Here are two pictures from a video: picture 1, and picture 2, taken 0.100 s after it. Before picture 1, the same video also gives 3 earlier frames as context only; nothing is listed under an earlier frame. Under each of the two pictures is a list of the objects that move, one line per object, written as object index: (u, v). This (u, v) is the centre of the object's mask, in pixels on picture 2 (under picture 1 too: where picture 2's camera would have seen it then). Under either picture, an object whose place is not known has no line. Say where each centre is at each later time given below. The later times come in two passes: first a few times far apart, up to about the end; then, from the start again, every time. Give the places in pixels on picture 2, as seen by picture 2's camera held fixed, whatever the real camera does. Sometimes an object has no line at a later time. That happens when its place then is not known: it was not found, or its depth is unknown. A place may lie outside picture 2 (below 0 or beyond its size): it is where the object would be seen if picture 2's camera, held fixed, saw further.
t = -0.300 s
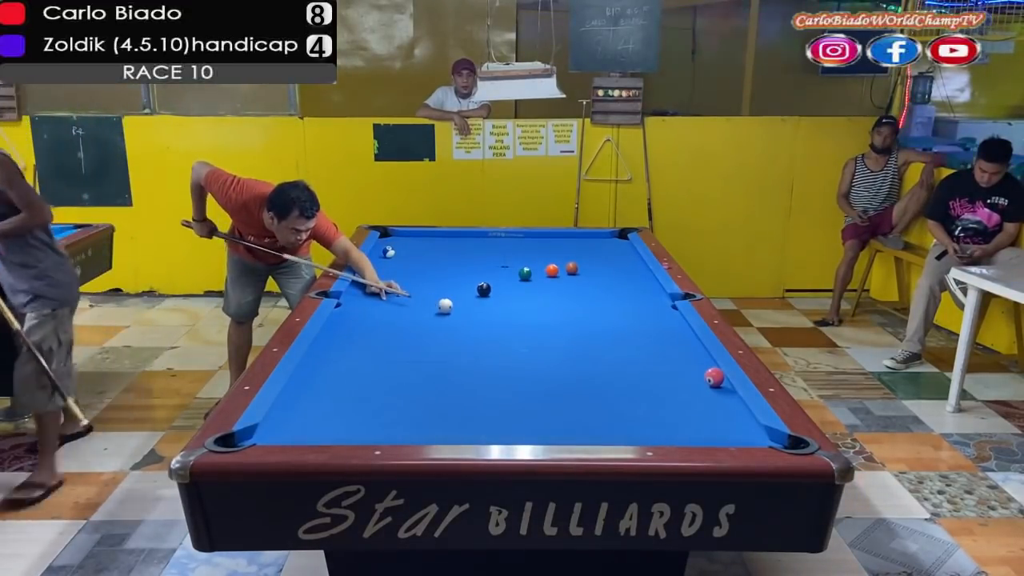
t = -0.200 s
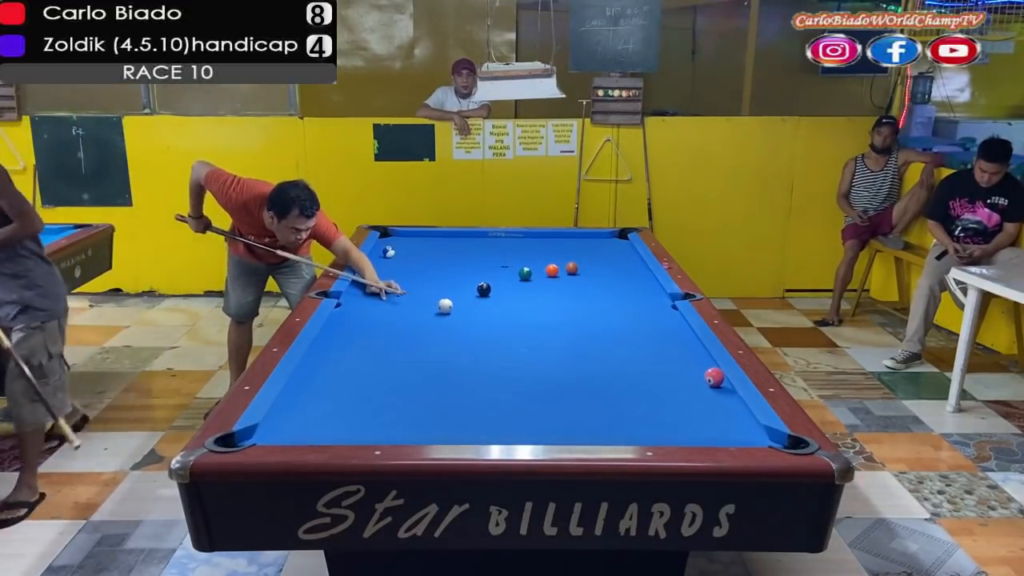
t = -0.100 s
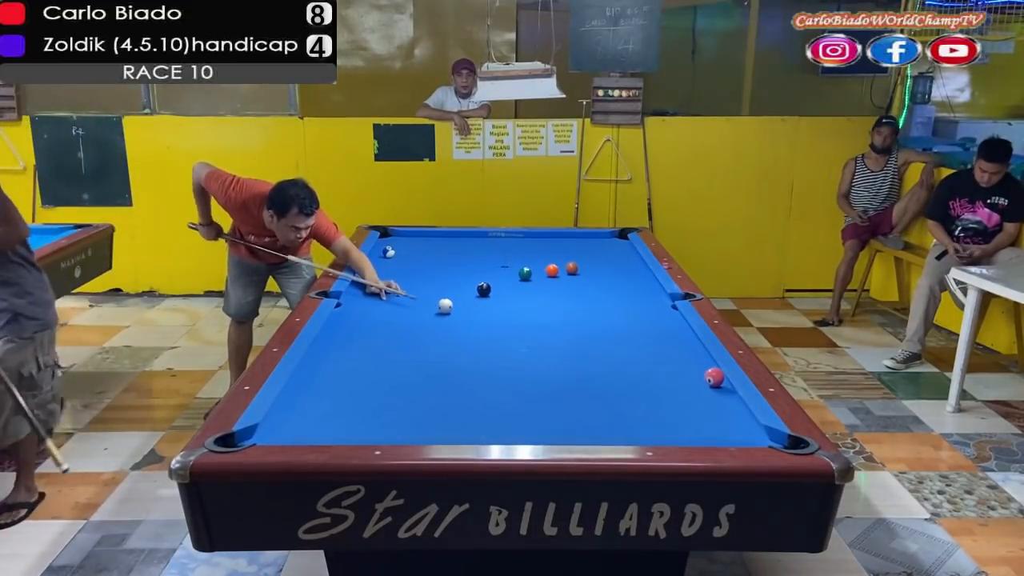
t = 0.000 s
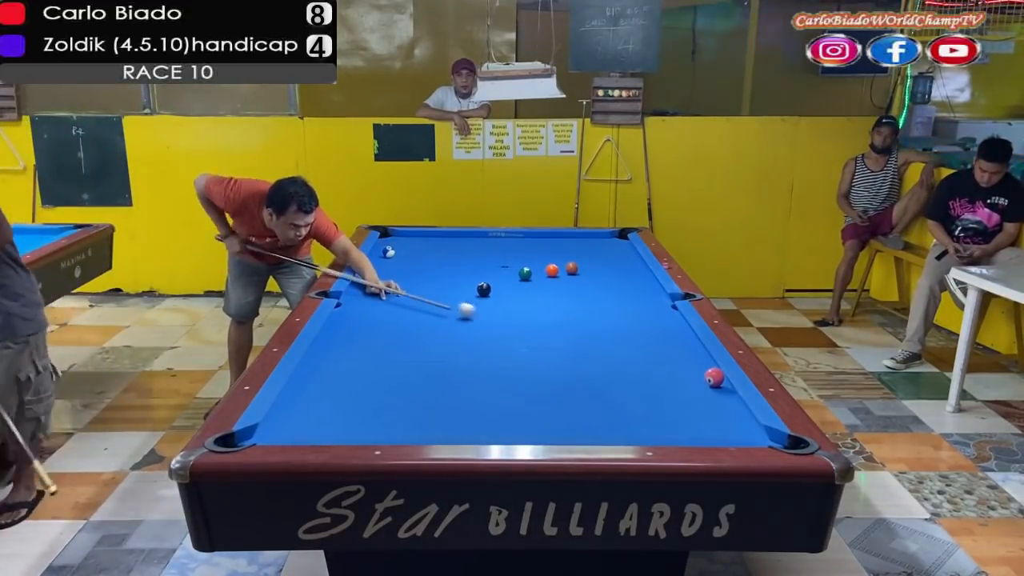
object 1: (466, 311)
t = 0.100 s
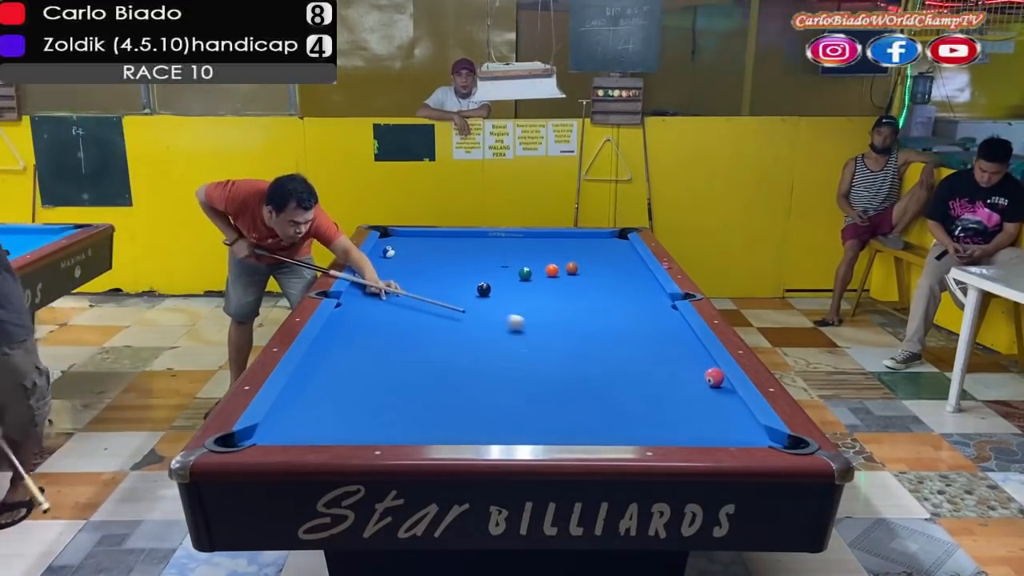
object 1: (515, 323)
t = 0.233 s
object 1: (578, 338)
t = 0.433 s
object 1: (681, 363)
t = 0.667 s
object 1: (670, 382)
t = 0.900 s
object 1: (625, 400)
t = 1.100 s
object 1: (584, 419)
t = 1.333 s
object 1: (531, 428)
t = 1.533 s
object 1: (488, 423)
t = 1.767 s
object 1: (443, 410)
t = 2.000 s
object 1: (401, 400)
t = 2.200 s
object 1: (368, 392)
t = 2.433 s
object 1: (332, 383)
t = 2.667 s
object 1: (301, 375)
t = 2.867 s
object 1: (322, 369)
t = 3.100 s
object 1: (343, 362)
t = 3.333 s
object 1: (363, 355)
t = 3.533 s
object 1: (377, 351)
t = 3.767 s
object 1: (393, 345)
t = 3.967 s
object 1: (405, 342)
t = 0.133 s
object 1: (531, 327)
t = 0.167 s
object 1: (547, 331)
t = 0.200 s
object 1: (563, 334)
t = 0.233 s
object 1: (578, 338)
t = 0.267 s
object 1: (594, 342)
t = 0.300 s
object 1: (611, 346)
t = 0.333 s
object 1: (628, 350)
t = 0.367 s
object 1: (645, 354)
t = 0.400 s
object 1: (663, 359)
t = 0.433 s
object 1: (681, 363)
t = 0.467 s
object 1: (699, 367)
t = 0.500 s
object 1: (708, 368)
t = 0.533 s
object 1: (700, 372)
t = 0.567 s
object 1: (691, 374)
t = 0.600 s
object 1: (683, 377)
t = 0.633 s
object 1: (676, 379)
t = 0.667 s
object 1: (670, 382)
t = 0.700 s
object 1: (664, 384)
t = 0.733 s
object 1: (657, 387)
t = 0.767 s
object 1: (651, 389)
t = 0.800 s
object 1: (644, 392)
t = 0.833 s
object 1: (638, 395)
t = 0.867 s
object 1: (632, 398)
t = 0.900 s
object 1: (625, 400)
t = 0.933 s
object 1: (618, 403)
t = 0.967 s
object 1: (611, 406)
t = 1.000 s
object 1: (605, 409)
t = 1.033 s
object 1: (598, 412)
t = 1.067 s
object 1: (591, 415)
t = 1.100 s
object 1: (584, 419)
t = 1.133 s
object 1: (576, 422)
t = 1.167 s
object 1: (569, 424)
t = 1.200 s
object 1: (561, 426)
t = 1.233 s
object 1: (554, 427)
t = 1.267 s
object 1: (546, 429)
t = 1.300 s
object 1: (538, 430)
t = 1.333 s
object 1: (531, 428)
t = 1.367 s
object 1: (523, 427)
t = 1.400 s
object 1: (516, 426)
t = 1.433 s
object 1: (509, 425)
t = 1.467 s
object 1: (502, 424)
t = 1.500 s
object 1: (495, 423)
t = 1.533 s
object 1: (488, 423)
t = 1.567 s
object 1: (481, 421)
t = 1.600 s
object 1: (475, 419)
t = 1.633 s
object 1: (468, 417)
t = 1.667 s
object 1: (462, 415)
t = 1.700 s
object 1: (455, 413)
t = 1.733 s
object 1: (449, 412)
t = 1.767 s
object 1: (443, 410)
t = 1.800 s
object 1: (436, 409)
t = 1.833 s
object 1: (430, 407)
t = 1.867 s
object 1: (424, 406)
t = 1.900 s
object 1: (418, 405)
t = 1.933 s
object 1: (412, 403)
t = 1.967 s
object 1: (407, 402)
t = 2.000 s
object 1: (401, 400)
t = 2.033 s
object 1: (395, 399)
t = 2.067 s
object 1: (389, 397)
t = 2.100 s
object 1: (384, 396)
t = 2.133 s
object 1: (378, 395)
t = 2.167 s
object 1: (373, 394)
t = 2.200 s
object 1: (368, 392)
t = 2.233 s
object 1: (362, 391)
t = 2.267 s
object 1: (357, 390)
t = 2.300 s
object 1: (352, 388)
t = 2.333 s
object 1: (347, 387)
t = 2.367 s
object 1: (342, 386)
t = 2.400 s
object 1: (337, 385)
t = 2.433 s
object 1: (332, 383)
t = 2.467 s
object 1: (327, 382)
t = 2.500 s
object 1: (322, 381)
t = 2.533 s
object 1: (318, 380)
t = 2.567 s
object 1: (313, 379)
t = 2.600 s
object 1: (309, 377)
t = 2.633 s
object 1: (304, 376)
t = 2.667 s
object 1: (301, 375)
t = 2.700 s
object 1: (305, 374)
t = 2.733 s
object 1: (308, 373)
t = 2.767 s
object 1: (312, 372)
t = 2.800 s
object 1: (315, 371)
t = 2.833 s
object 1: (318, 370)
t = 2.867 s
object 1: (322, 369)
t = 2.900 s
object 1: (325, 368)
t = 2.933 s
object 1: (328, 367)
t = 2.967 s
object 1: (331, 366)
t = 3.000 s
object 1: (335, 365)
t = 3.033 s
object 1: (338, 363)
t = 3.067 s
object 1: (340, 362)
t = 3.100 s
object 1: (343, 362)
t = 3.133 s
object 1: (346, 361)
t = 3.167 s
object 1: (349, 360)
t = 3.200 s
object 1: (352, 359)
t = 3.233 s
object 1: (355, 358)
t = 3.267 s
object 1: (357, 357)
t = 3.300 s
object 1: (360, 356)
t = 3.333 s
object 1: (363, 355)
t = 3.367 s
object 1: (365, 355)
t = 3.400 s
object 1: (367, 354)
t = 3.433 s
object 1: (370, 353)
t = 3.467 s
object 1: (373, 352)
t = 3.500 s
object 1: (375, 351)
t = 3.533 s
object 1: (377, 351)
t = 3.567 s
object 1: (380, 350)
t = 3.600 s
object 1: (382, 349)
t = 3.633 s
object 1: (385, 348)
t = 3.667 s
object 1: (387, 348)
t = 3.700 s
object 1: (389, 347)
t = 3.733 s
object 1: (391, 346)
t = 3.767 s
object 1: (393, 345)
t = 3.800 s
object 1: (395, 345)
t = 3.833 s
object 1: (398, 344)
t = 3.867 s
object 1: (399, 343)
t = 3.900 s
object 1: (402, 343)
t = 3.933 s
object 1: (403, 342)
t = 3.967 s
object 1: (405, 342)
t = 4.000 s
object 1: (407, 341)
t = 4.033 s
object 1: (409, 340)
